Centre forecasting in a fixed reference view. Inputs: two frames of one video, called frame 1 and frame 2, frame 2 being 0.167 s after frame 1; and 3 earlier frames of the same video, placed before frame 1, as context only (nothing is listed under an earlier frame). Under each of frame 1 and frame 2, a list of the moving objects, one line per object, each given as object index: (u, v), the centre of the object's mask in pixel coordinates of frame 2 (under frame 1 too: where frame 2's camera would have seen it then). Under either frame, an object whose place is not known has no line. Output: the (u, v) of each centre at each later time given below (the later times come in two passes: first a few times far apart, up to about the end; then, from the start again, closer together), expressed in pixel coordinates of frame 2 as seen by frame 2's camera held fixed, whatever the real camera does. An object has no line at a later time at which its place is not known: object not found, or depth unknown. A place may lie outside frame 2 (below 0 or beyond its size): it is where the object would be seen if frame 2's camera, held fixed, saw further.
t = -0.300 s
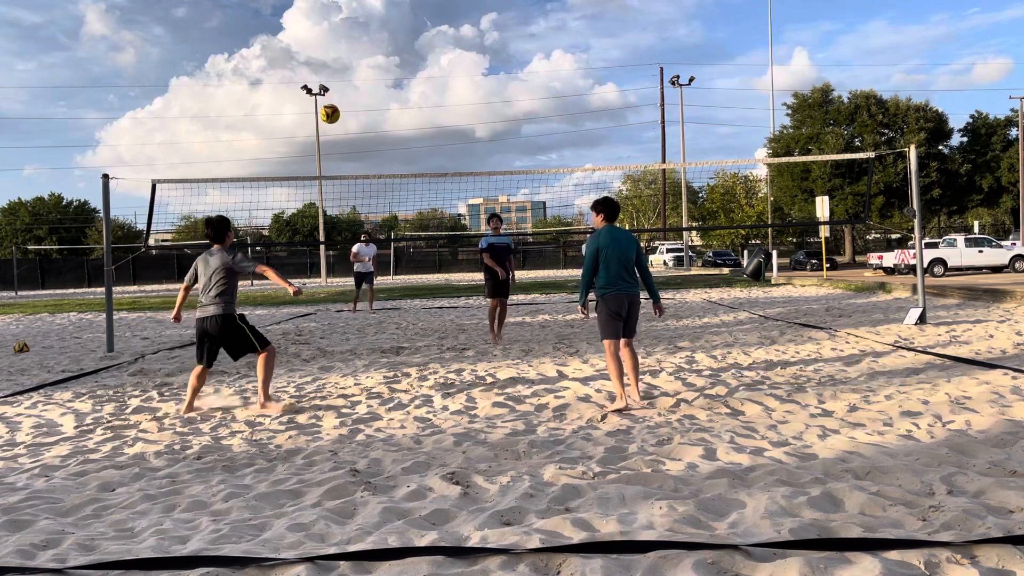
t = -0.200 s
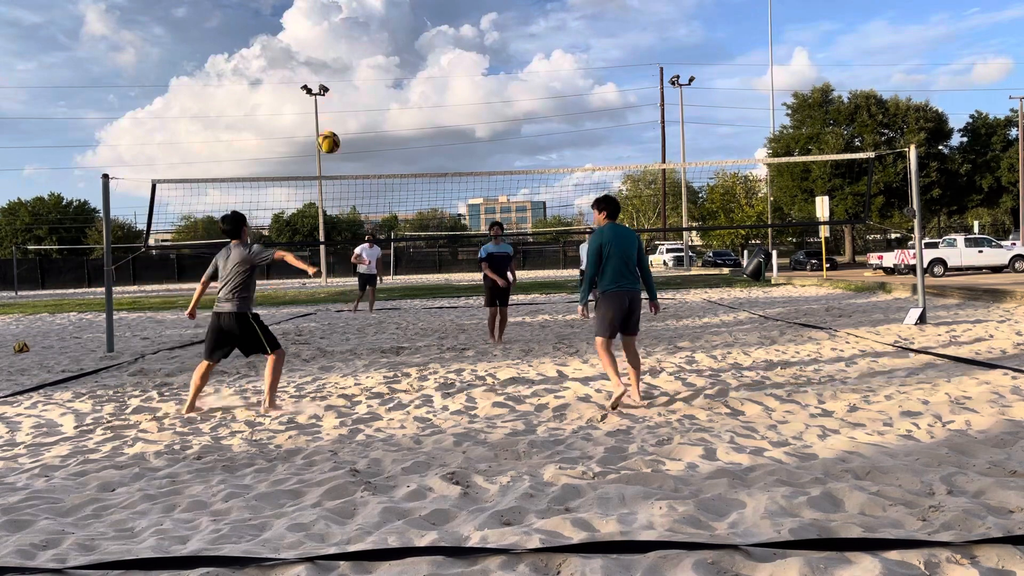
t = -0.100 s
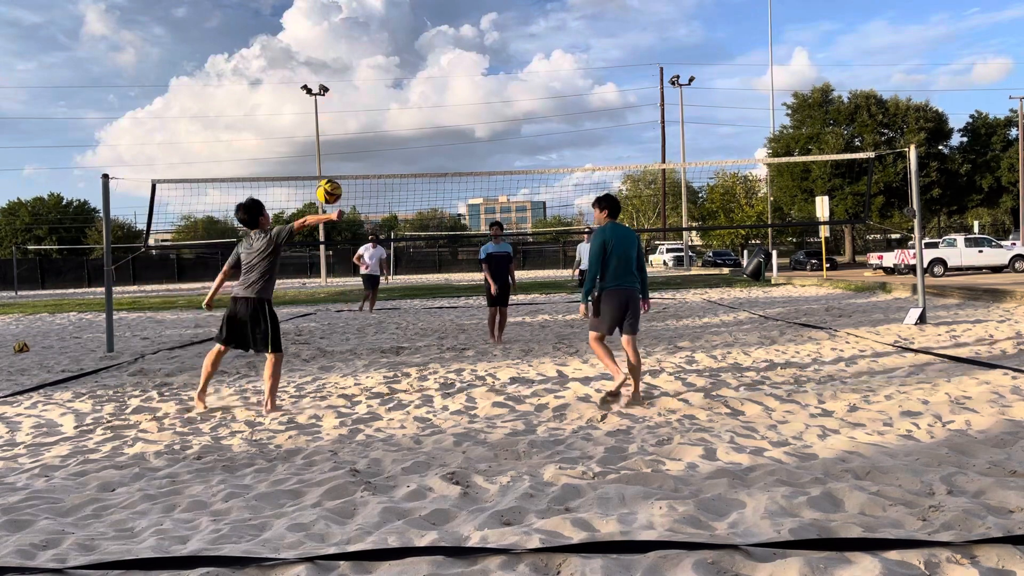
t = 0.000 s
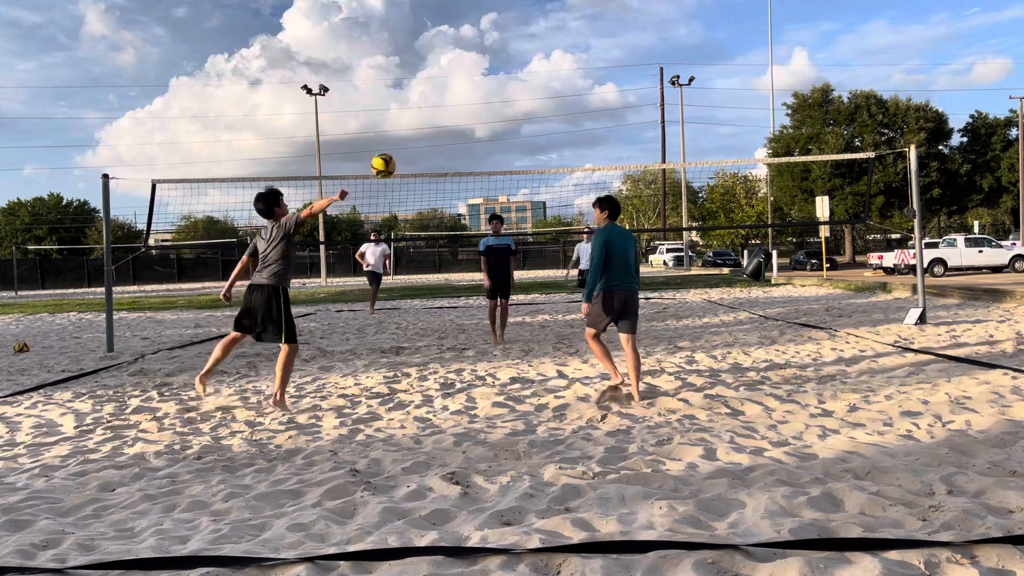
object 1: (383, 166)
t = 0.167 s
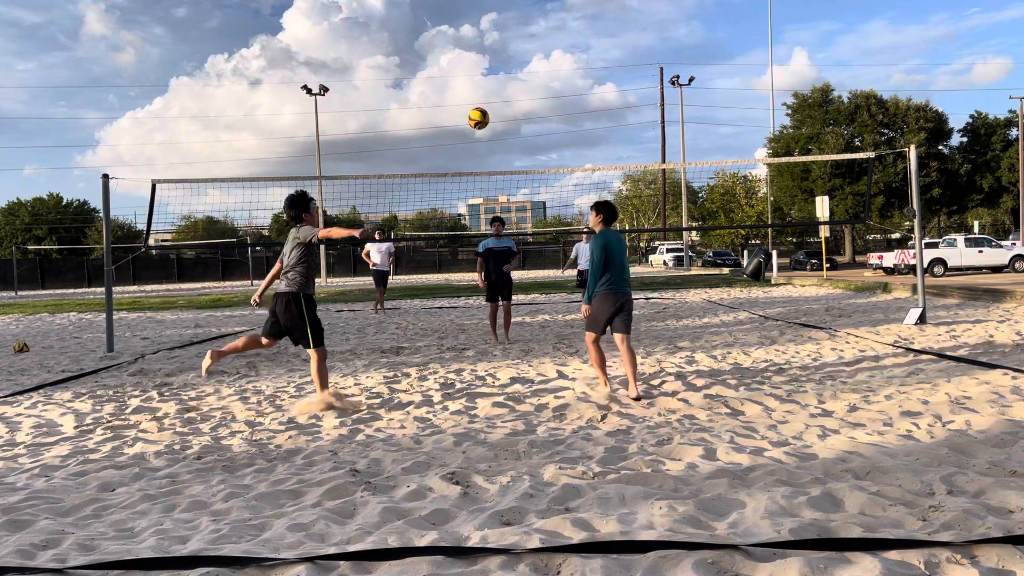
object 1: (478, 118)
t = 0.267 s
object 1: (526, 108)
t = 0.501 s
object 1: (616, 123)
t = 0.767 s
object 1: (694, 185)
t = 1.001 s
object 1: (711, 222)
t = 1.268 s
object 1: (726, 283)
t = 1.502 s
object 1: (723, 324)
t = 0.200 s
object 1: (495, 114)
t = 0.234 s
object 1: (510, 110)
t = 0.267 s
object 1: (526, 108)
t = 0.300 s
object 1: (540, 107)
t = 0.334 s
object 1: (555, 108)
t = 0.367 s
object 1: (568, 109)
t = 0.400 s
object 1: (581, 111)
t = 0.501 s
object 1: (616, 123)
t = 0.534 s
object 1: (627, 129)
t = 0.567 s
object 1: (638, 135)
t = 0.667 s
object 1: (668, 158)
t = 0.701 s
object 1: (677, 166)
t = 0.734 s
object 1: (686, 176)
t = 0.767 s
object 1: (694, 185)
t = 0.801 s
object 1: (701, 195)
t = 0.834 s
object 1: (705, 201)
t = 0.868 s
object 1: (705, 206)
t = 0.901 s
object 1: (706, 209)
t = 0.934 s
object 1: (709, 213)
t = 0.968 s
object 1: (709, 218)
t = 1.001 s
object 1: (711, 222)
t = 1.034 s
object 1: (713, 227)
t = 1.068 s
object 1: (715, 232)
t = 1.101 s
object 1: (716, 238)
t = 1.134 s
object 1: (718, 246)
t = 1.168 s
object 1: (719, 254)
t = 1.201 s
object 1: (722, 262)
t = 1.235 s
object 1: (725, 272)
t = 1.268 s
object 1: (726, 283)
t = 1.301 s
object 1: (729, 295)
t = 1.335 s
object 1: (730, 308)
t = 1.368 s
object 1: (733, 321)
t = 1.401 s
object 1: (735, 337)
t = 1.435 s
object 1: (732, 335)
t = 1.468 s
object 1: (728, 329)
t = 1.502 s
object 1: (723, 324)
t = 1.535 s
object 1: (719, 320)
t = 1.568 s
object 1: (715, 317)
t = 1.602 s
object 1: (711, 315)
